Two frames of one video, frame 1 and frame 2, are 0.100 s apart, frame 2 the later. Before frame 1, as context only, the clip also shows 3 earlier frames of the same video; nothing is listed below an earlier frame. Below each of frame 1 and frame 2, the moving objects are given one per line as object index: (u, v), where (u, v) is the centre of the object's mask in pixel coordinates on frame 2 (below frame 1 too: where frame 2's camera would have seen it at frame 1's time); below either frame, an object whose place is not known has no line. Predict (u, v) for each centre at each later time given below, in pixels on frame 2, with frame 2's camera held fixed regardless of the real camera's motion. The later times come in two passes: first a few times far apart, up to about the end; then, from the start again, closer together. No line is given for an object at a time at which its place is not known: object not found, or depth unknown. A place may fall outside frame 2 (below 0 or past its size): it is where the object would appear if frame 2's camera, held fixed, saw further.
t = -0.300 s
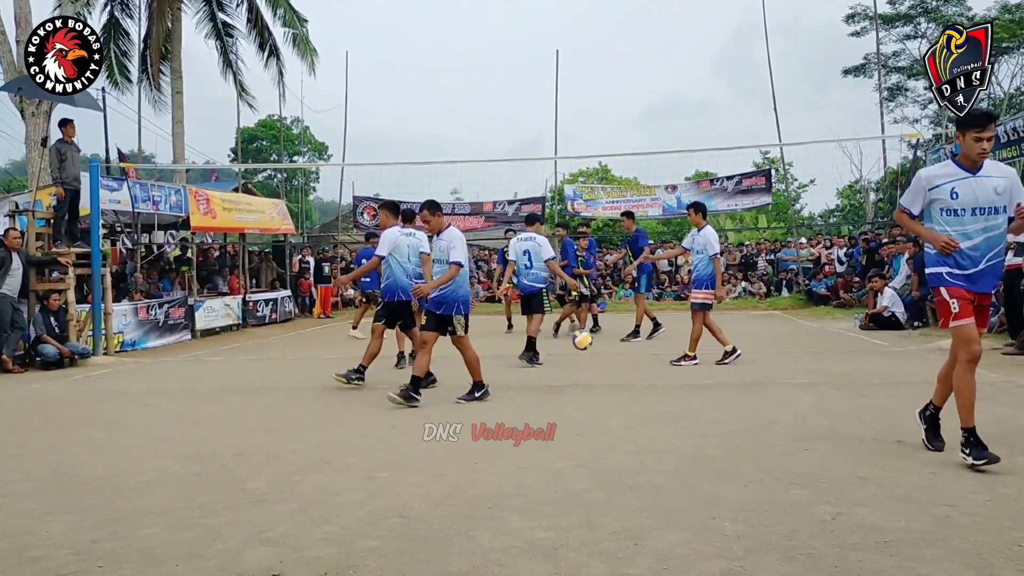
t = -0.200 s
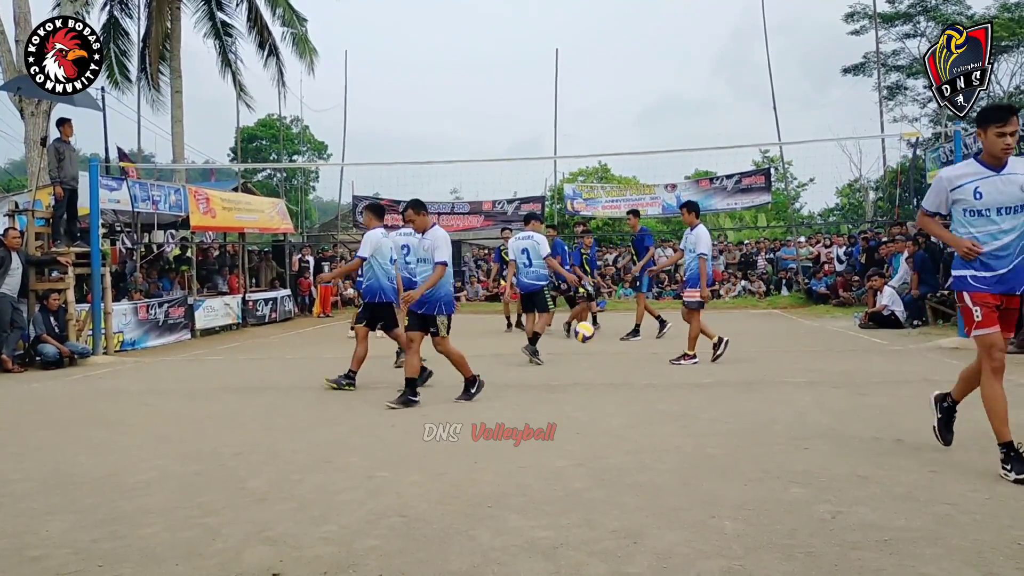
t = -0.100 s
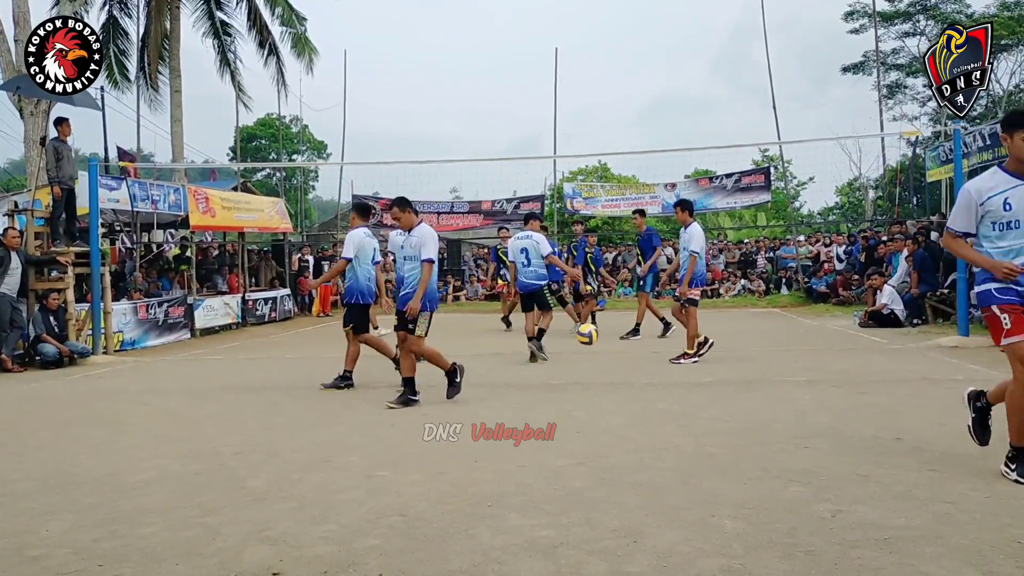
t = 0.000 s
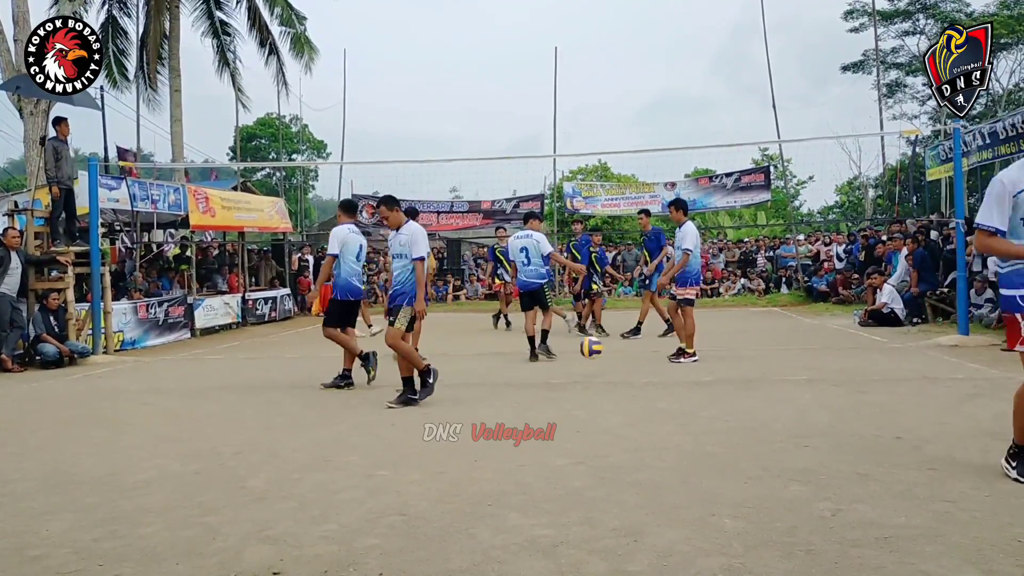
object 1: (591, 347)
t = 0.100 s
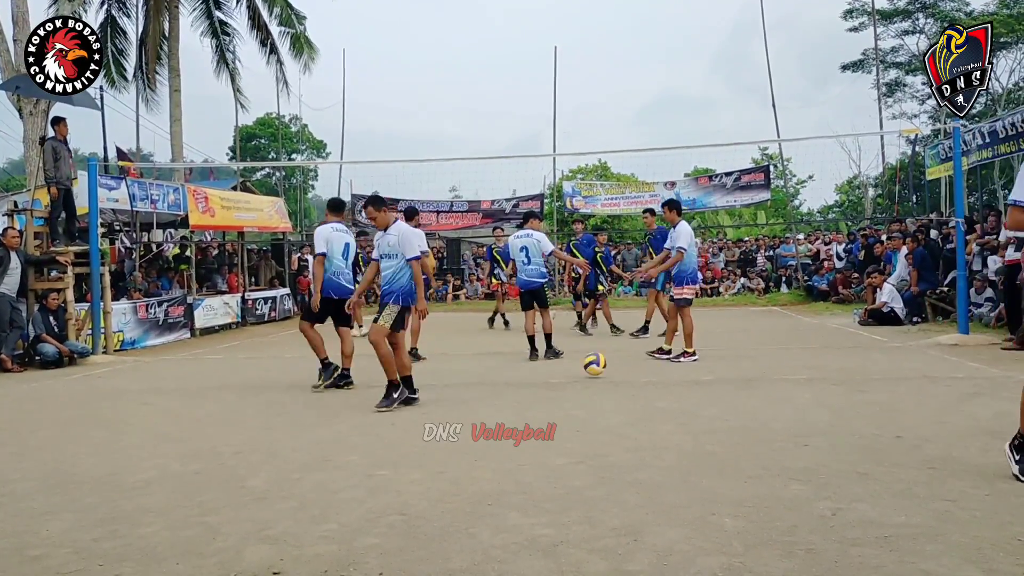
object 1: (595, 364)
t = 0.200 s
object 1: (597, 348)
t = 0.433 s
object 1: (603, 346)
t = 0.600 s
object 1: (611, 383)
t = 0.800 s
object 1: (626, 365)
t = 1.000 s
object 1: (645, 395)
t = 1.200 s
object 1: (669, 397)
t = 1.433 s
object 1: (706, 419)
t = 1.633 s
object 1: (745, 447)
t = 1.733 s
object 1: (768, 442)
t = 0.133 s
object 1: (595, 357)
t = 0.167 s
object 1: (596, 352)
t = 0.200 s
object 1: (597, 348)
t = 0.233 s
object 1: (598, 344)
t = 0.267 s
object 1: (599, 341)
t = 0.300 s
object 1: (599, 341)
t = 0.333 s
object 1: (601, 341)
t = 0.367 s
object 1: (602, 342)
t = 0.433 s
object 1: (603, 346)
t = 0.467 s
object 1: (605, 350)
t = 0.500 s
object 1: (606, 356)
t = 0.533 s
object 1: (608, 363)
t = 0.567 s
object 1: (610, 372)
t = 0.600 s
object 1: (611, 383)
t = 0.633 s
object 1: (613, 384)
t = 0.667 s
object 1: (615, 377)
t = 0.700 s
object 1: (618, 372)
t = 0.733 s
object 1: (621, 369)
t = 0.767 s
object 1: (623, 367)
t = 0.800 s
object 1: (626, 365)
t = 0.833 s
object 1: (628, 366)
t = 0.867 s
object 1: (632, 369)
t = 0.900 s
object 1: (635, 373)
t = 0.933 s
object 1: (638, 378)
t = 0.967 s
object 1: (641, 385)
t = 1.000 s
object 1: (645, 395)
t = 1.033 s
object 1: (649, 406)
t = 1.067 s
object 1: (653, 402)
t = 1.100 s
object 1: (657, 398)
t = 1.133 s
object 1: (660, 397)
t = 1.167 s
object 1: (665, 396)
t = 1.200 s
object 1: (669, 397)
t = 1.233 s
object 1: (674, 400)
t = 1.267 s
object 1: (679, 405)
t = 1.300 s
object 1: (684, 413)
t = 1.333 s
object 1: (690, 422)
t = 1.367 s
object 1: (695, 425)
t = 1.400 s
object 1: (701, 421)
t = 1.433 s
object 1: (706, 419)
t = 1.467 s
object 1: (712, 419)
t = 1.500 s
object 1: (718, 421)
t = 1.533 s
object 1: (725, 426)
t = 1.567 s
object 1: (731, 432)
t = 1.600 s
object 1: (738, 441)
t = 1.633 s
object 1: (745, 447)
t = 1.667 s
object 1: (752, 444)
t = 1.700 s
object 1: (760, 442)
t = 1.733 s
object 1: (768, 442)
